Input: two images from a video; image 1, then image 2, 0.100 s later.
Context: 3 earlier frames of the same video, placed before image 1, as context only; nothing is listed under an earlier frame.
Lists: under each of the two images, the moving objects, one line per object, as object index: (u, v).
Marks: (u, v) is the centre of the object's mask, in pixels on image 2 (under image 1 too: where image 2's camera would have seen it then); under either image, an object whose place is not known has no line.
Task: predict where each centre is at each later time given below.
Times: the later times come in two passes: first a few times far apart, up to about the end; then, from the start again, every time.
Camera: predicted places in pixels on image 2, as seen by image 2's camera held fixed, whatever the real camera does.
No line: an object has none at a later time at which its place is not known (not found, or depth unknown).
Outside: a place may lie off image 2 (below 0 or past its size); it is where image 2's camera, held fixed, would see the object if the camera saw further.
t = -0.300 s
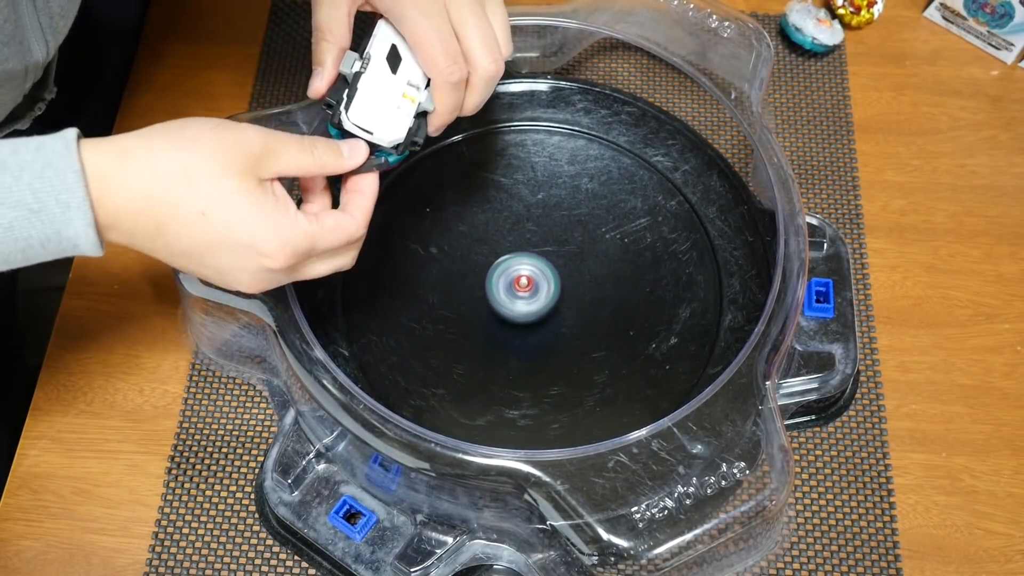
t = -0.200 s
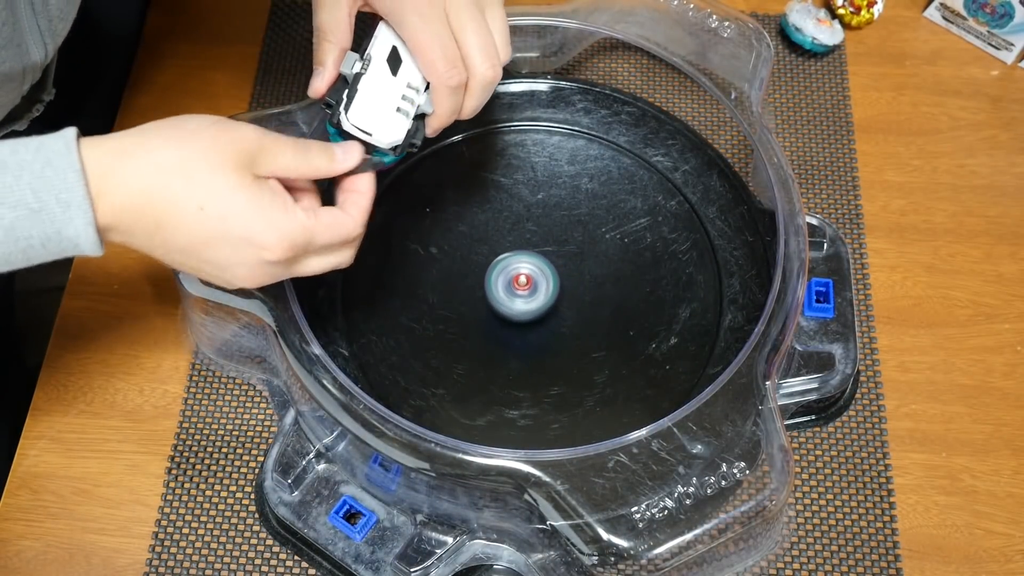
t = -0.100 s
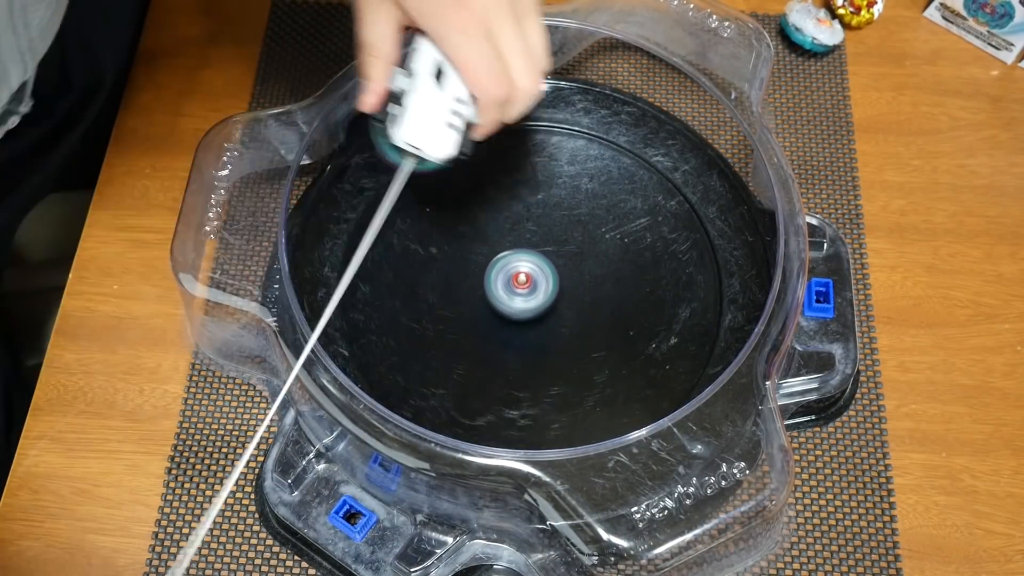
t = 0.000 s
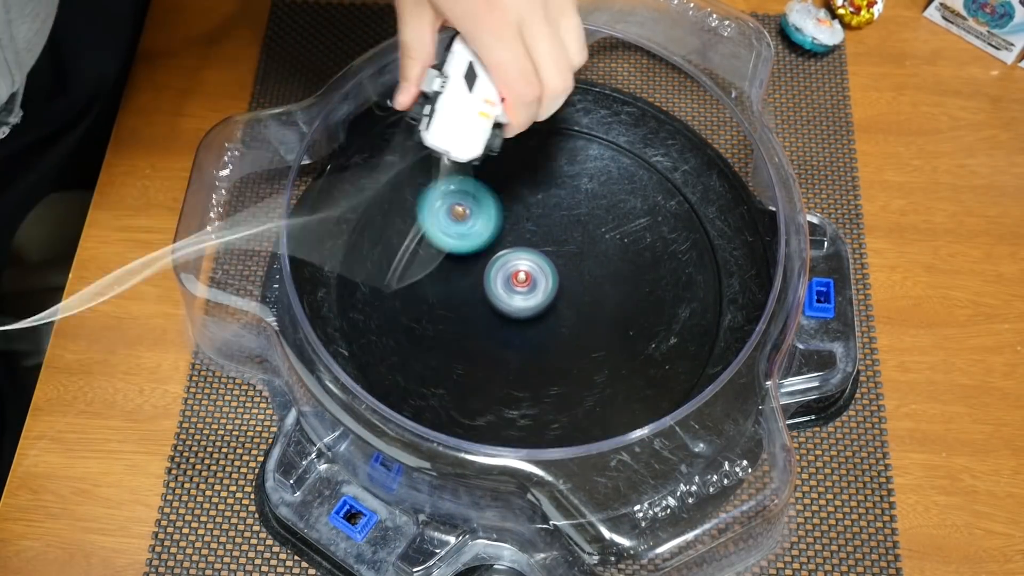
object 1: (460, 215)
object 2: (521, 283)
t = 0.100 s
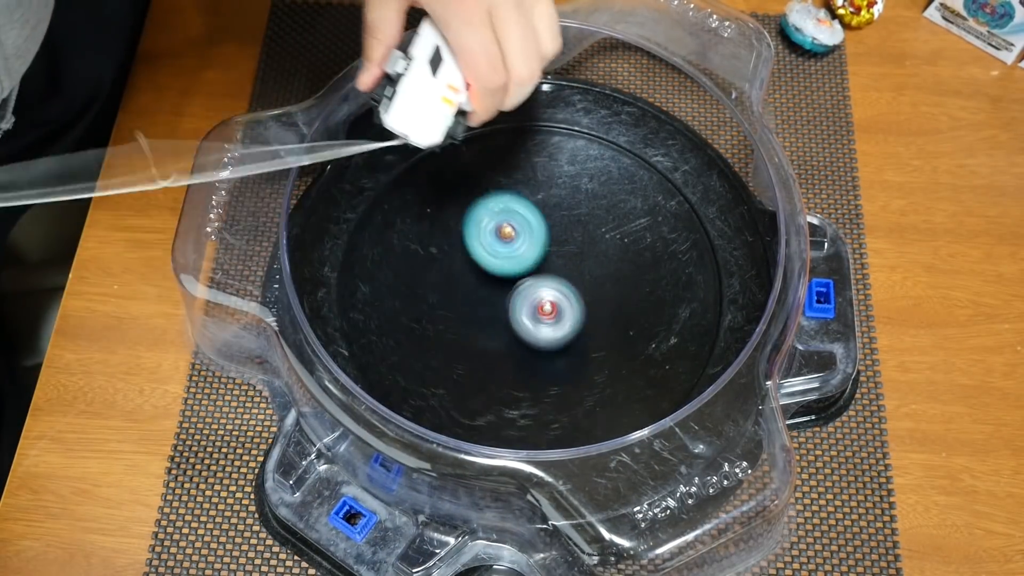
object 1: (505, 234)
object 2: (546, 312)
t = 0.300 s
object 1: (535, 158)
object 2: (636, 418)
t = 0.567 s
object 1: (467, 182)
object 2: (623, 317)
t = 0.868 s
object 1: (536, 209)
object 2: (705, 304)
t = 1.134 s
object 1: (479, 205)
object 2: (631, 279)
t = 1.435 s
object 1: (514, 352)
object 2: (720, 301)
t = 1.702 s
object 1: (516, 195)
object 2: (716, 277)
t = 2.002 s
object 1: (386, 313)
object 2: (454, 270)
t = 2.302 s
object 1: (660, 308)
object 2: (391, 322)
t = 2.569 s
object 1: (577, 126)
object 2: (526, 340)
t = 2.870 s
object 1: (408, 310)
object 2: (557, 256)
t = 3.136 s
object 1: (632, 372)
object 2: (481, 209)
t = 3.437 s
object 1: (651, 171)
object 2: (480, 255)
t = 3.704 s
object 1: (409, 246)
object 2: (522, 274)
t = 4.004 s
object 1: (520, 418)
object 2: (550, 259)
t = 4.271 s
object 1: (677, 275)
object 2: (556, 260)
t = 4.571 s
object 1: (421, 195)
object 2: (558, 282)
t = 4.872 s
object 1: (418, 391)
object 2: (547, 290)
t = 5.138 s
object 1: (637, 297)
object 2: (531, 293)
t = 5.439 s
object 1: (454, 151)
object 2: (518, 286)
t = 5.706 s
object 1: (435, 335)
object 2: (521, 278)
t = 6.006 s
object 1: (645, 270)
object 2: (527, 271)
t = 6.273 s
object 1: (569, 175)
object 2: (537, 272)
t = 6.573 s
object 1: (467, 275)
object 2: (547, 291)
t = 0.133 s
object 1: (518, 250)
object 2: (557, 324)
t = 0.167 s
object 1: (524, 232)
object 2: (576, 353)
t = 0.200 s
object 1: (530, 209)
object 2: (594, 379)
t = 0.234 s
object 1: (535, 194)
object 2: (610, 398)
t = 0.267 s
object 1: (536, 177)
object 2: (622, 406)
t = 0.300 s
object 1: (535, 158)
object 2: (636, 418)
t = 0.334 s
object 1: (530, 142)
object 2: (642, 415)
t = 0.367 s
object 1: (524, 129)
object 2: (643, 406)
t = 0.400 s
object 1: (514, 117)
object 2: (643, 394)
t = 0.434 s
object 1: (503, 127)
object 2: (642, 382)
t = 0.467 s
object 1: (491, 141)
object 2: (639, 366)
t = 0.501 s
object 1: (479, 154)
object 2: (635, 350)
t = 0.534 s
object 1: (470, 167)
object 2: (630, 334)
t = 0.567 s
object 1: (467, 182)
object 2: (623, 317)
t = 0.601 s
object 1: (470, 199)
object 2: (616, 302)
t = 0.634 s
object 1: (480, 219)
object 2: (607, 289)
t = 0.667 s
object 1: (498, 237)
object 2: (598, 278)
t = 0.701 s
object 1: (515, 247)
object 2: (599, 273)
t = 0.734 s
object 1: (513, 240)
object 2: (631, 284)
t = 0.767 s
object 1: (516, 235)
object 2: (658, 293)
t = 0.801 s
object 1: (522, 228)
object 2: (680, 299)
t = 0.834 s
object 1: (530, 219)
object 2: (695, 303)
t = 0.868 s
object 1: (536, 209)
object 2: (705, 304)
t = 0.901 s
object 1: (539, 198)
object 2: (709, 302)
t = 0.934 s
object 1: (538, 187)
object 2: (704, 299)
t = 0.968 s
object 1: (533, 178)
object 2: (696, 294)
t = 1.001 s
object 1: (523, 171)
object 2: (686, 290)
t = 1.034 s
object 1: (511, 171)
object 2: (673, 286)
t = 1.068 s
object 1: (497, 176)
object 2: (660, 283)
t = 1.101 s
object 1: (486, 189)
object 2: (646, 281)
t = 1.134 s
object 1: (479, 205)
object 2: (631, 279)
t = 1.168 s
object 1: (477, 227)
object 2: (616, 278)
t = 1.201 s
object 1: (485, 253)
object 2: (600, 278)
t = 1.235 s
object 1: (501, 276)
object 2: (585, 279)
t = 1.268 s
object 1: (487, 292)
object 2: (617, 285)
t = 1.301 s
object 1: (474, 304)
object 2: (661, 292)
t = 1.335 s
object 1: (469, 318)
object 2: (697, 297)
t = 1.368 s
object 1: (475, 332)
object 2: (715, 297)
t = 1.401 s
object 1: (489, 344)
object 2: (720, 297)
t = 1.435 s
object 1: (514, 352)
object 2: (720, 301)
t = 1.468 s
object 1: (542, 353)
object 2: (718, 298)
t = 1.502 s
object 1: (573, 346)
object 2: (713, 295)
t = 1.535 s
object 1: (599, 332)
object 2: (704, 294)
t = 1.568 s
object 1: (614, 311)
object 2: (697, 293)
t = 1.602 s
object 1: (587, 280)
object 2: (733, 286)
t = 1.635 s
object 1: (564, 250)
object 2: (756, 277)
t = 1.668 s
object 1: (542, 220)
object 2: (736, 273)
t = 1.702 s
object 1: (516, 195)
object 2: (716, 277)
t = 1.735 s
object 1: (487, 176)
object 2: (689, 281)
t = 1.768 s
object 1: (458, 165)
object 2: (660, 277)
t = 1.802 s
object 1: (428, 160)
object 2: (629, 279)
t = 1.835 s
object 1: (403, 163)
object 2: (598, 276)
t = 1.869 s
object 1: (383, 180)
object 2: (566, 274)
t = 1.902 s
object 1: (376, 209)
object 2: (536, 273)
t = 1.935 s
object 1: (372, 243)
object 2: (507, 271)
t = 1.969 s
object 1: (373, 278)
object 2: (478, 272)
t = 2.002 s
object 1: (386, 313)
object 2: (454, 270)
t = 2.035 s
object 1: (409, 345)
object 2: (430, 272)
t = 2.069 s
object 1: (441, 369)
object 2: (410, 274)
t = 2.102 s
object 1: (480, 385)
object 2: (396, 277)
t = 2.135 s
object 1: (522, 391)
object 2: (384, 282)
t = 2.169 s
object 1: (561, 388)
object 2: (378, 289)
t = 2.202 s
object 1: (595, 377)
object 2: (375, 297)
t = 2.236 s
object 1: (624, 358)
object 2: (377, 305)
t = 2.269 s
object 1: (645, 335)
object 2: (382, 313)
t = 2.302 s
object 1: (660, 308)
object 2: (391, 322)
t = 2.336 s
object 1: (670, 279)
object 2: (404, 330)
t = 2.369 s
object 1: (674, 250)
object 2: (418, 338)
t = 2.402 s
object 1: (672, 222)
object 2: (436, 342)
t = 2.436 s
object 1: (664, 193)
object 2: (454, 346)
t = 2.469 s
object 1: (651, 166)
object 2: (474, 348)
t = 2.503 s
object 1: (634, 143)
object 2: (492, 347)
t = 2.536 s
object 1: (609, 129)
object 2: (510, 345)
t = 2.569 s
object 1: (577, 126)
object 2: (526, 340)
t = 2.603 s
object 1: (544, 125)
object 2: (540, 335)
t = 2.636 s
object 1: (510, 124)
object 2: (553, 327)
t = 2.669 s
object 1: (477, 132)
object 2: (562, 320)
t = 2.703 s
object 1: (446, 148)
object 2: (569, 310)
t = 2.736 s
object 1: (422, 172)
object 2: (571, 300)
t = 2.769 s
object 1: (404, 202)
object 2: (572, 288)
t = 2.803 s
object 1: (396, 237)
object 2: (569, 278)
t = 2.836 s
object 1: (397, 274)
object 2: (564, 266)
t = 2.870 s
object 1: (408, 310)
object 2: (557, 256)
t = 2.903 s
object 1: (425, 341)
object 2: (548, 245)
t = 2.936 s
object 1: (448, 365)
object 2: (539, 236)
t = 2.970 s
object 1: (475, 382)
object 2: (529, 227)
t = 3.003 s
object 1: (506, 393)
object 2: (520, 221)
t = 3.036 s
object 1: (538, 397)
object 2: (508, 215)
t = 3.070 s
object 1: (569, 393)
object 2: (499, 212)
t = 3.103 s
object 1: (602, 385)
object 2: (489, 209)
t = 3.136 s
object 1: (632, 372)
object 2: (481, 209)
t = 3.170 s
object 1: (659, 356)
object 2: (473, 210)
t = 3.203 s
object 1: (681, 336)
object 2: (467, 213)
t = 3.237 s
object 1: (697, 315)
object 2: (462, 218)
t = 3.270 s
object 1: (709, 292)
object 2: (462, 223)
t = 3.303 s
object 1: (714, 267)
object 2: (462, 229)
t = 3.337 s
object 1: (710, 241)
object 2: (466, 235)
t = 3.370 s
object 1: (697, 216)
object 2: (470, 242)
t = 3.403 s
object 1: (677, 191)
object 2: (475, 247)
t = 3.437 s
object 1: (651, 171)
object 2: (480, 255)
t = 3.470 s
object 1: (620, 157)
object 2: (485, 260)
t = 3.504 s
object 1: (586, 150)
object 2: (492, 267)
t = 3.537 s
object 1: (547, 151)
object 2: (497, 270)
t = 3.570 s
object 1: (510, 161)
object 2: (503, 273)
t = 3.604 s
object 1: (476, 177)
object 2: (508, 275)
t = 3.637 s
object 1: (448, 198)
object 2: (514, 276)
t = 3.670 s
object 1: (425, 222)
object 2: (518, 276)
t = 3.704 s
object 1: (409, 246)
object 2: (522, 274)
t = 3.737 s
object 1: (401, 272)
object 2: (527, 273)
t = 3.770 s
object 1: (402, 299)
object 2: (532, 269)
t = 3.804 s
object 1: (407, 326)
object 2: (539, 267)
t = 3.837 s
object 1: (417, 351)
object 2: (543, 266)
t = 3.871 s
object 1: (432, 374)
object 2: (546, 264)
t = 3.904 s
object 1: (449, 391)
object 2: (548, 264)
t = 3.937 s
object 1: (469, 405)
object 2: (549, 261)
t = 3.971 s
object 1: (493, 413)
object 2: (550, 260)
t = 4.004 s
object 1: (520, 418)
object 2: (550, 259)
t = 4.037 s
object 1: (549, 424)
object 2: (551, 257)
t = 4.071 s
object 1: (581, 420)
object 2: (551, 257)
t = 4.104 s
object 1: (611, 410)
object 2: (551, 255)
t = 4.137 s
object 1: (640, 392)
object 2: (552, 256)
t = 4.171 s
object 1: (663, 367)
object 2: (553, 257)
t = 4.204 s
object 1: (677, 338)
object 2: (555, 257)
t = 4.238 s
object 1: (681, 307)
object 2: (556, 259)
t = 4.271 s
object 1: (677, 275)
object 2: (556, 260)
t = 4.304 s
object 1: (662, 246)
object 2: (558, 263)
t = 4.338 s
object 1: (642, 220)
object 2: (558, 266)
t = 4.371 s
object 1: (615, 200)
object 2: (560, 269)
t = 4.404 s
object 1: (584, 186)
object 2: (560, 272)
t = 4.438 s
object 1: (549, 177)
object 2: (559, 274)
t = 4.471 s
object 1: (514, 174)
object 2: (560, 276)
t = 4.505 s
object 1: (480, 177)
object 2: (558, 279)
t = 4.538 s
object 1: (448, 184)
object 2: (557, 281)
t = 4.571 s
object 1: (421, 195)
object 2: (558, 282)
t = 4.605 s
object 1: (397, 210)
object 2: (555, 285)
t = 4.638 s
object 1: (378, 230)
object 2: (554, 285)
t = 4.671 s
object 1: (365, 250)
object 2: (553, 287)
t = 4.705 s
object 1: (358, 272)
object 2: (551, 287)
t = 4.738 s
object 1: (356, 297)
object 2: (551, 287)
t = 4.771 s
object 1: (360, 321)
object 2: (551, 289)
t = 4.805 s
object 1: (371, 346)
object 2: (548, 289)
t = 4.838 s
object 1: (390, 368)
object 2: (548, 289)
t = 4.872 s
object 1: (418, 391)
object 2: (547, 290)
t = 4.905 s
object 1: (448, 406)
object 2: (544, 291)
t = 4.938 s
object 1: (486, 413)
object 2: (544, 291)
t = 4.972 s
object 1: (525, 414)
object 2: (541, 292)
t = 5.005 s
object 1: (559, 405)
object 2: (539, 292)
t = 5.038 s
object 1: (591, 384)
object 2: (538, 292)
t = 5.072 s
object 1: (615, 359)
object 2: (535, 293)
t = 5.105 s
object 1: (630, 330)
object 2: (532, 293)
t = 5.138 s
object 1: (637, 297)
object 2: (531, 293)
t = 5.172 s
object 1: (637, 267)
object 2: (529, 293)
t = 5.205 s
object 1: (629, 235)
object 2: (526, 292)
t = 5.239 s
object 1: (615, 210)
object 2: (525, 291)
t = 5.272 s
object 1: (596, 187)
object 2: (524, 291)
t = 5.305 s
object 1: (572, 169)
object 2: (521, 290)
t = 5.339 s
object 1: (544, 156)
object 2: (521, 289)
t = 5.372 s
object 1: (513, 147)
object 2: (520, 289)
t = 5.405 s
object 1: (482, 146)
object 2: (518, 288)
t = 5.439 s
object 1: (454, 151)
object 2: (518, 286)
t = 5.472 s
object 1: (430, 163)
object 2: (519, 286)
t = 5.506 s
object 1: (409, 181)
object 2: (518, 286)
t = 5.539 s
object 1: (393, 206)
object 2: (518, 283)
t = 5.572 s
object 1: (386, 231)
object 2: (519, 282)
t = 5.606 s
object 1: (387, 258)
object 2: (520, 282)
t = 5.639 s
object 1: (398, 287)
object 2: (519, 280)
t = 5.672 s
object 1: (414, 313)
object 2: (520, 279)
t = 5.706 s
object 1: (435, 335)
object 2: (521, 278)
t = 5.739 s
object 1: (459, 348)
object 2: (521, 277)
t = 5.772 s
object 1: (489, 356)
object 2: (521, 274)
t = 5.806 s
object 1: (522, 359)
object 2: (522, 273)
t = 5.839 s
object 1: (554, 355)
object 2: (523, 273)
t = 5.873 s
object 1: (581, 346)
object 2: (522, 273)
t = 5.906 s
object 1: (603, 332)
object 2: (524, 271)
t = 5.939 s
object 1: (623, 313)
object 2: (526, 271)
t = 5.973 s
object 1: (637, 291)
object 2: (526, 272)
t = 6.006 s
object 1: (645, 270)
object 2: (527, 271)
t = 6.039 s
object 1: (647, 249)
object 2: (529, 270)
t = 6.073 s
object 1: (643, 230)
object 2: (531, 270)
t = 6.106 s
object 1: (637, 214)
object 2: (531, 271)
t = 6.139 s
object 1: (627, 200)
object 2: (532, 270)
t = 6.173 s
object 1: (616, 190)
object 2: (534, 270)
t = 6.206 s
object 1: (602, 182)
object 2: (536, 271)
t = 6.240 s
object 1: (586, 177)
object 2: (536, 272)
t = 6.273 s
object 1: (569, 175)
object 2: (537, 272)
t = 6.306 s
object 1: (551, 176)
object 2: (538, 273)
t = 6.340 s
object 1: (533, 182)
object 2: (539, 275)
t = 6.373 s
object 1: (516, 190)
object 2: (539, 276)
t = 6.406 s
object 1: (501, 201)
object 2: (539, 276)
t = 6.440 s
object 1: (488, 216)
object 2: (539, 277)
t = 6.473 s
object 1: (479, 231)
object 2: (540, 279)
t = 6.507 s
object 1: (472, 246)
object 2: (543, 284)
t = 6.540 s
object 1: (468, 261)
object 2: (544, 288)
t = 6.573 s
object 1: (467, 275)
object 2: (547, 291)
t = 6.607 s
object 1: (467, 287)
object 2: (552, 295)
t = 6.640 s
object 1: (470, 300)
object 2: (554, 298)
